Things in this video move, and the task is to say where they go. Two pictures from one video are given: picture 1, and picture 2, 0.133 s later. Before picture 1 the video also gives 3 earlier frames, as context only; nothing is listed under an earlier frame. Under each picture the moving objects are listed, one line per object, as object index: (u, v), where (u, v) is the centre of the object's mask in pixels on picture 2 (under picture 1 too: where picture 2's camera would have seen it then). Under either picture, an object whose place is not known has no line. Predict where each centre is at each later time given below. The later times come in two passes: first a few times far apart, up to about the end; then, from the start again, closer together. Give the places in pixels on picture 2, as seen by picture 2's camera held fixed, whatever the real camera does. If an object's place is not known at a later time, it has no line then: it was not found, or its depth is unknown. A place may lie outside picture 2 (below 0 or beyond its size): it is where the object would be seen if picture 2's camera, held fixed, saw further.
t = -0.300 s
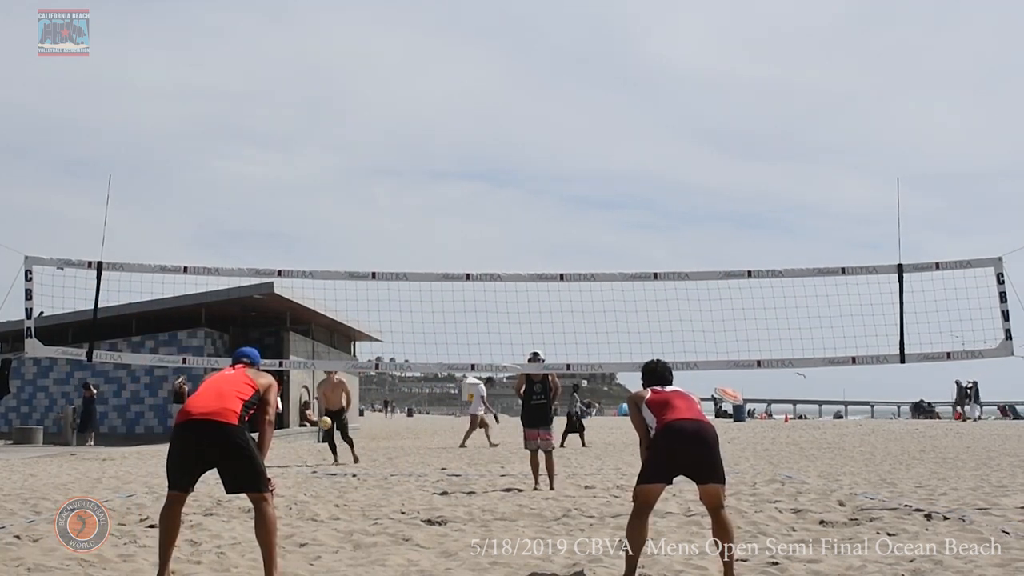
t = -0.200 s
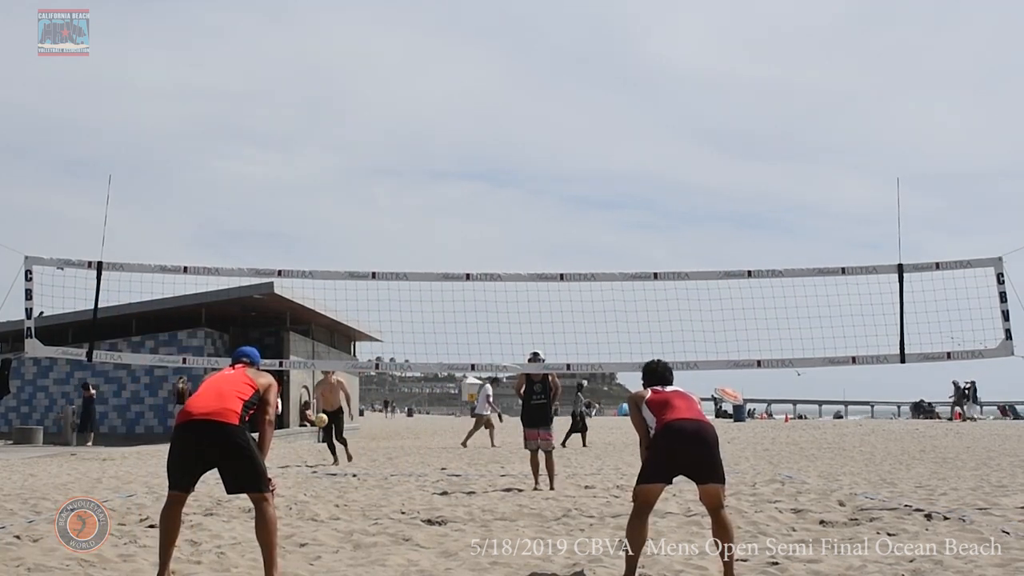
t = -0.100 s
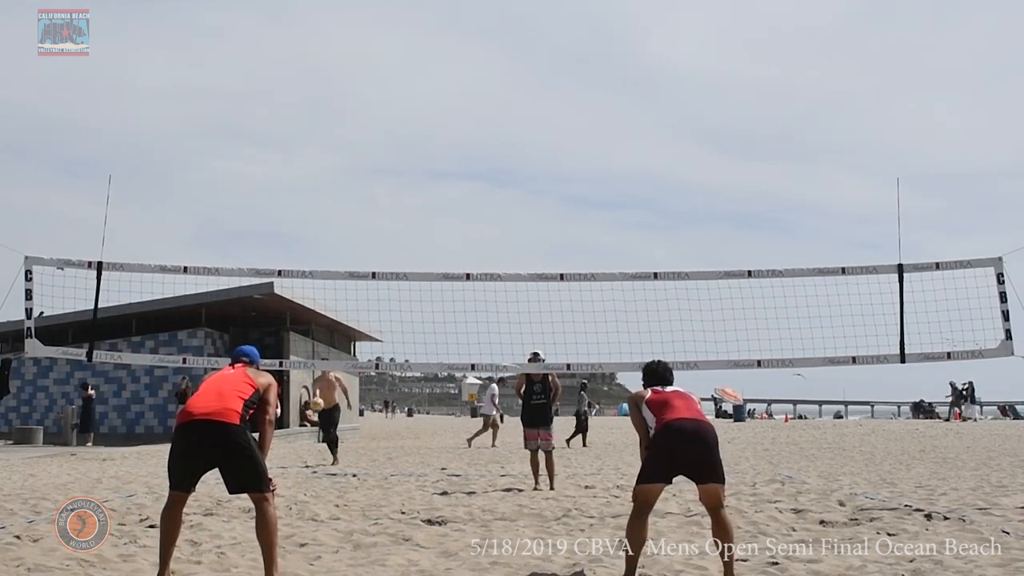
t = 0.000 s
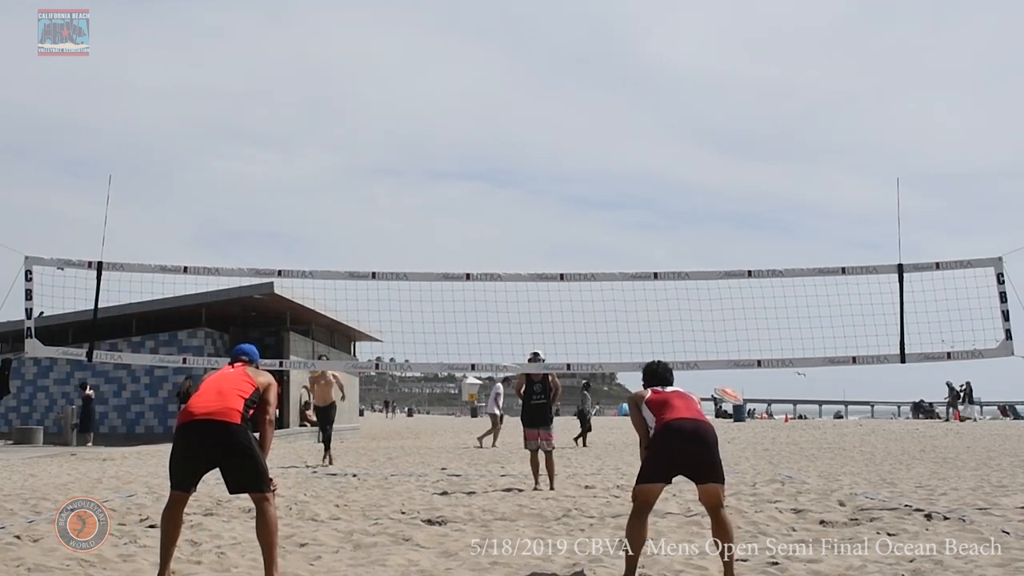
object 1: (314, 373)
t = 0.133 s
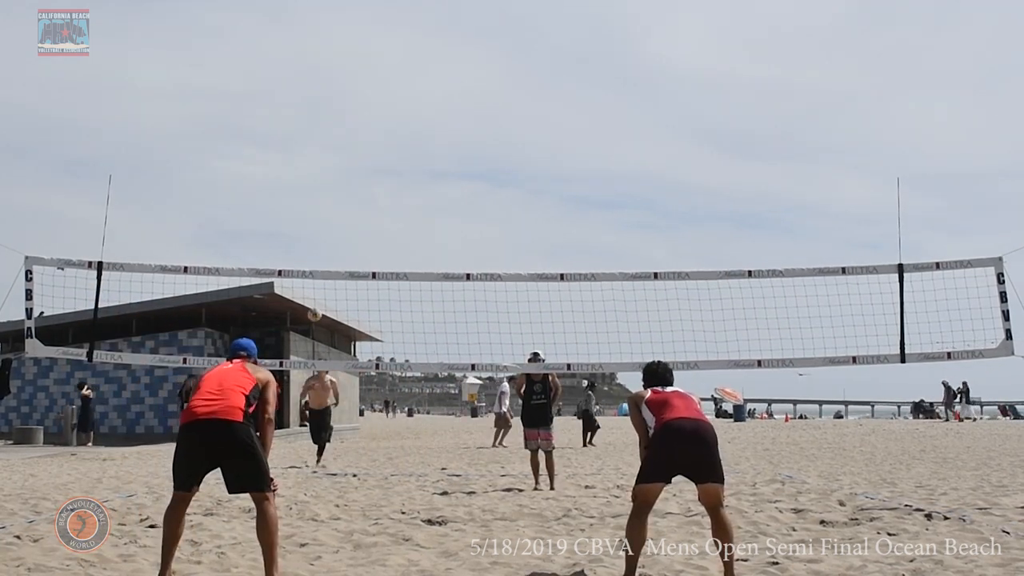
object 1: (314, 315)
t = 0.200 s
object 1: (313, 291)
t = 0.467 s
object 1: (310, 225)
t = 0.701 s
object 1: (306, 203)
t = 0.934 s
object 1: (300, 216)
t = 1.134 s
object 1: (294, 252)
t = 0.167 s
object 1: (313, 303)
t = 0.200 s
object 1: (313, 291)
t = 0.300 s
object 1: (313, 262)
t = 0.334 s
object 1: (312, 253)
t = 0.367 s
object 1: (312, 245)
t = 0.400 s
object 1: (311, 238)
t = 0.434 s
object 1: (311, 231)
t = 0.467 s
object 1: (310, 225)
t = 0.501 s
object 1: (309, 220)
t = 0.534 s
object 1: (309, 216)
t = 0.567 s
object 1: (308, 212)
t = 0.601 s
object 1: (308, 209)
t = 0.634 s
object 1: (307, 207)
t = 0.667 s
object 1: (307, 204)
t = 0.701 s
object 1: (306, 203)
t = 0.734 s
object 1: (305, 203)
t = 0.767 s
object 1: (304, 203)
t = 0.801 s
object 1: (303, 204)
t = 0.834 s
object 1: (302, 206)
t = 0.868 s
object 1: (301, 208)
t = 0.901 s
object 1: (301, 212)
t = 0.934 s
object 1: (300, 216)
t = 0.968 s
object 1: (299, 220)
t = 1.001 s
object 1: (298, 225)
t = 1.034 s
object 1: (297, 231)
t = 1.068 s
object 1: (296, 237)
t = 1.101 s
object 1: (295, 244)
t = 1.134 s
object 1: (294, 252)
